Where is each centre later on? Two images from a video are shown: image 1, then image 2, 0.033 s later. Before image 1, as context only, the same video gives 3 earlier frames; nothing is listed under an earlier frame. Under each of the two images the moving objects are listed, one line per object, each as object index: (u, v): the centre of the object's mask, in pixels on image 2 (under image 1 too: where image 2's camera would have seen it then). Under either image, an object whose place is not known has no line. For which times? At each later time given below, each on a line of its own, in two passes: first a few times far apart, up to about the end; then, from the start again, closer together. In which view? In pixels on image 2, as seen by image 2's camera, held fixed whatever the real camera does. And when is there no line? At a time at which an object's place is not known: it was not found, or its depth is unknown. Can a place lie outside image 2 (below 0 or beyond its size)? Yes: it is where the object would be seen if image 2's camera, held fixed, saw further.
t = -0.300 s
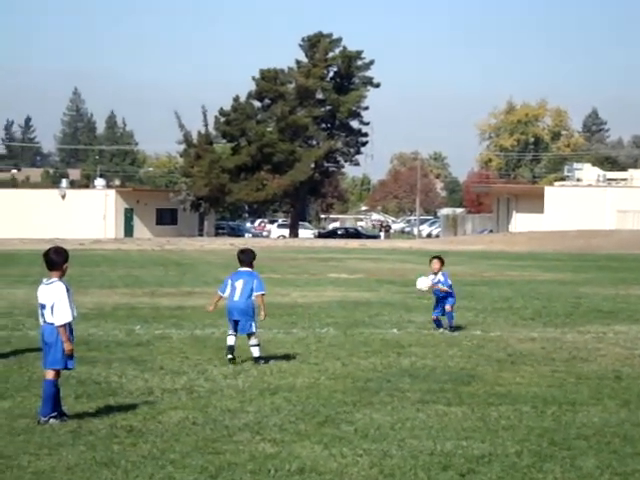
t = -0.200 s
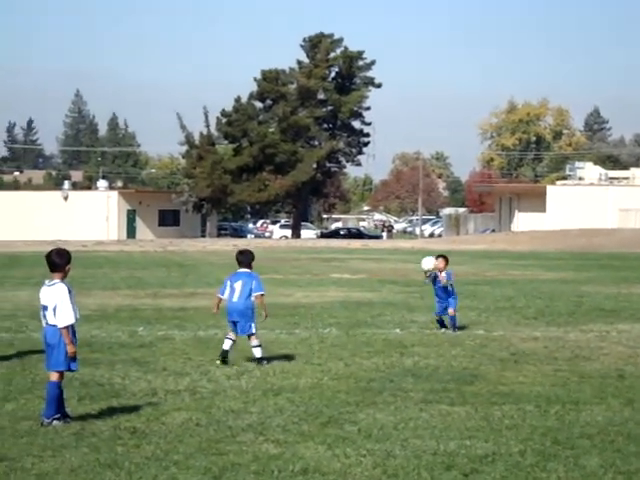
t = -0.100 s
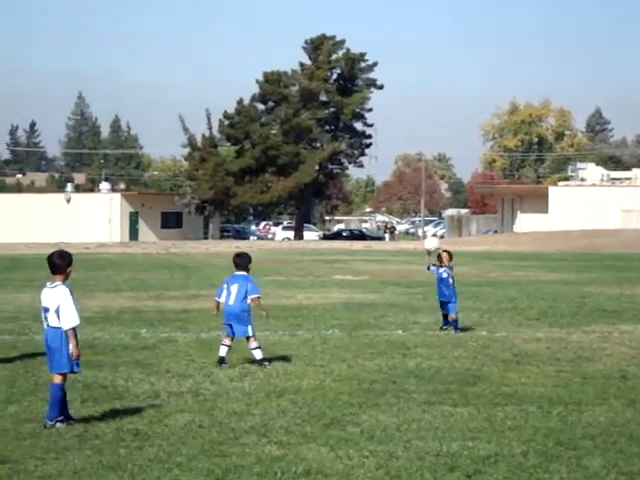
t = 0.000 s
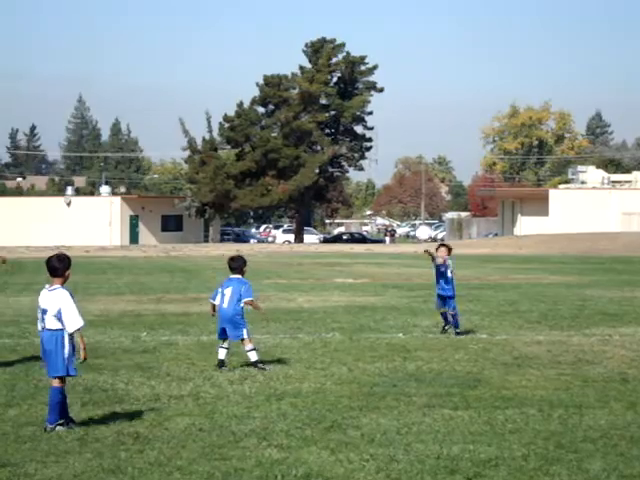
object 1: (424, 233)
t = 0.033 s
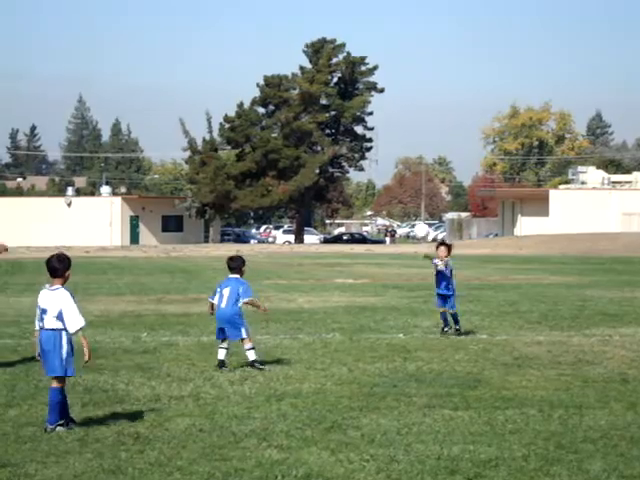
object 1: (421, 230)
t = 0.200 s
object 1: (406, 230)
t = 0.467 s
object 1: (380, 281)
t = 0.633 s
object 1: (362, 349)
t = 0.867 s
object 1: (340, 310)
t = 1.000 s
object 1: (327, 300)
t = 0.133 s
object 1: (412, 228)
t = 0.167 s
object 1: (409, 228)
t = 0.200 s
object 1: (406, 230)
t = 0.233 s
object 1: (403, 233)
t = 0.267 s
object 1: (400, 237)
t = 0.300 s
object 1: (396, 242)
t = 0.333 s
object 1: (393, 247)
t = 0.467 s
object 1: (380, 281)
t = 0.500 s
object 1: (376, 293)
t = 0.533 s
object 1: (373, 305)
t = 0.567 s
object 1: (369, 318)
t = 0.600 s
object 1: (366, 333)
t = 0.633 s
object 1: (362, 349)
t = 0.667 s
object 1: (359, 356)
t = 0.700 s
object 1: (355, 346)
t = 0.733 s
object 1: (352, 337)
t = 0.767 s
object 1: (349, 328)
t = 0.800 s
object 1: (346, 321)
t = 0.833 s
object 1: (343, 315)
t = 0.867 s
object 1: (340, 310)
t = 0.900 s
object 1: (336, 306)
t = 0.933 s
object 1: (333, 303)
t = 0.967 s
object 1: (330, 301)
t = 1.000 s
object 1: (327, 300)
